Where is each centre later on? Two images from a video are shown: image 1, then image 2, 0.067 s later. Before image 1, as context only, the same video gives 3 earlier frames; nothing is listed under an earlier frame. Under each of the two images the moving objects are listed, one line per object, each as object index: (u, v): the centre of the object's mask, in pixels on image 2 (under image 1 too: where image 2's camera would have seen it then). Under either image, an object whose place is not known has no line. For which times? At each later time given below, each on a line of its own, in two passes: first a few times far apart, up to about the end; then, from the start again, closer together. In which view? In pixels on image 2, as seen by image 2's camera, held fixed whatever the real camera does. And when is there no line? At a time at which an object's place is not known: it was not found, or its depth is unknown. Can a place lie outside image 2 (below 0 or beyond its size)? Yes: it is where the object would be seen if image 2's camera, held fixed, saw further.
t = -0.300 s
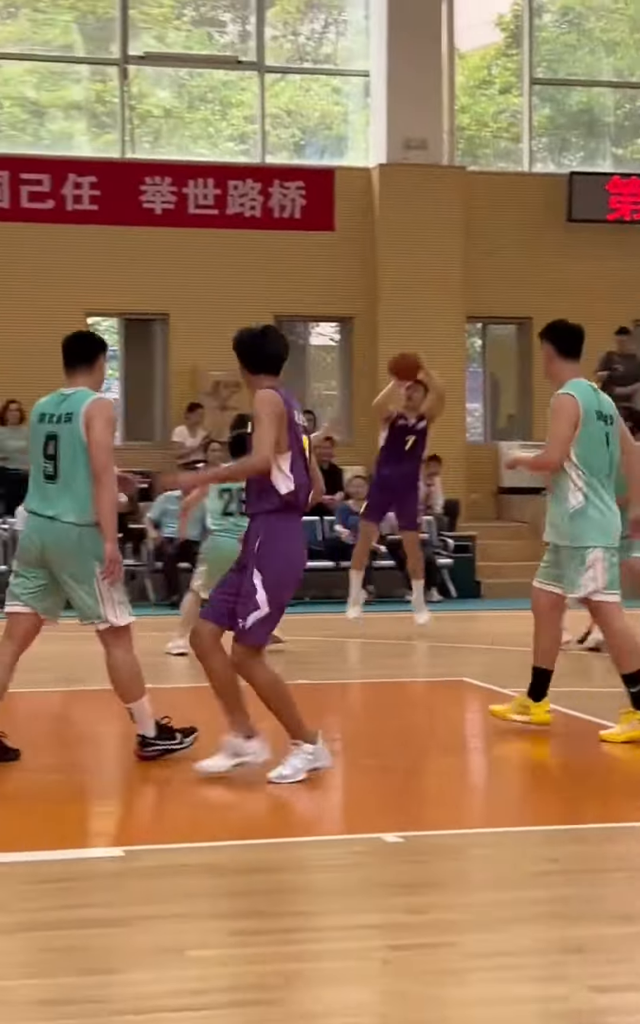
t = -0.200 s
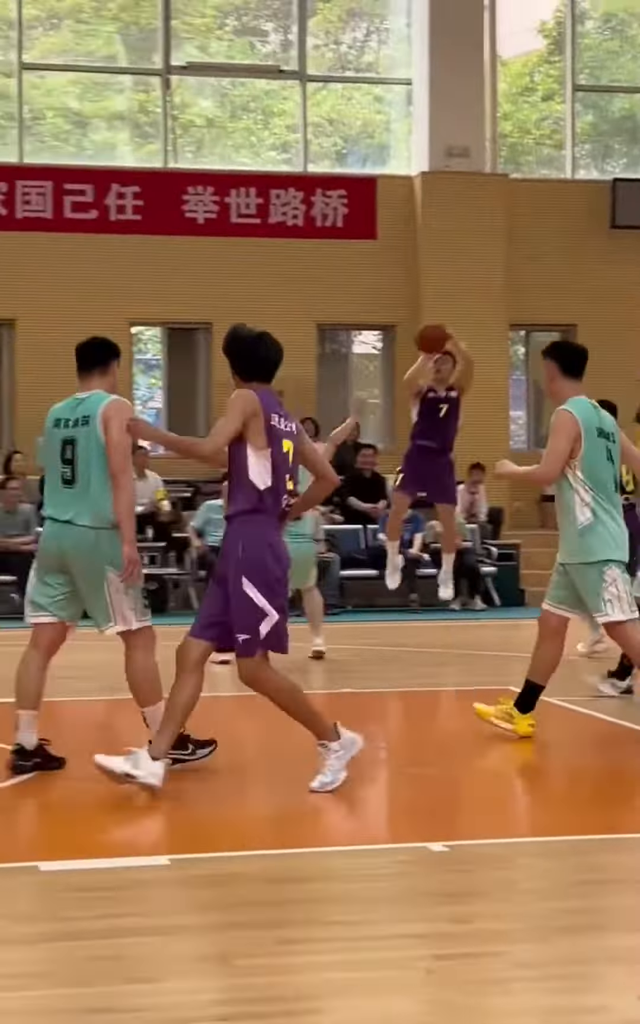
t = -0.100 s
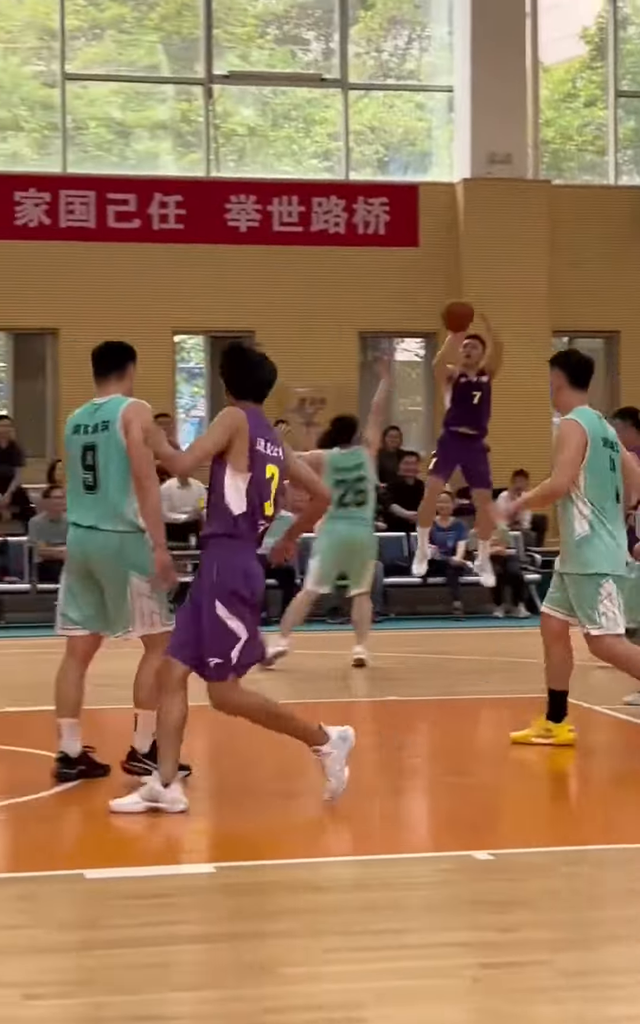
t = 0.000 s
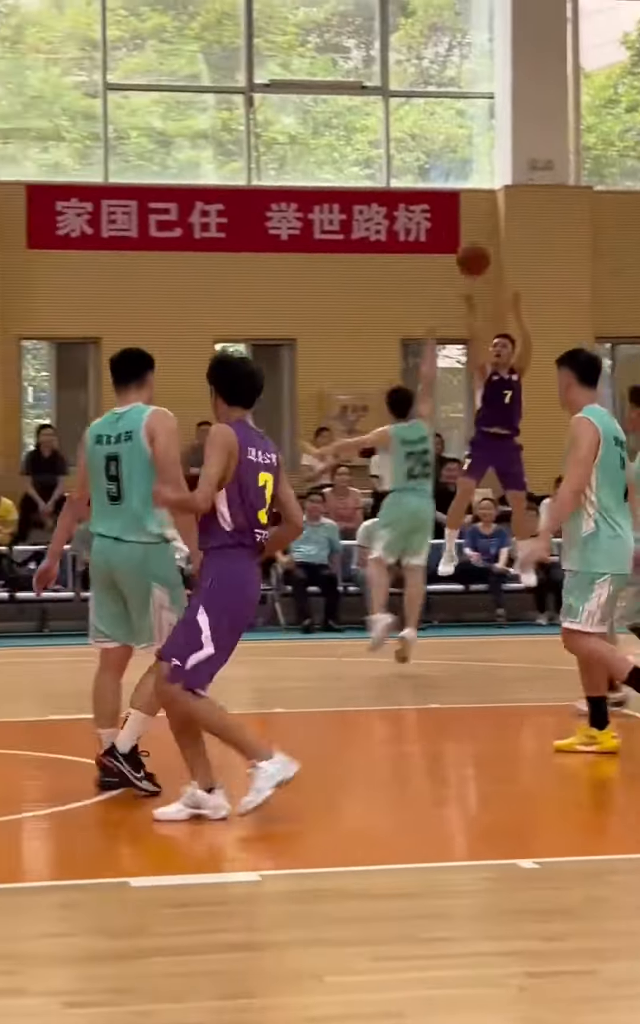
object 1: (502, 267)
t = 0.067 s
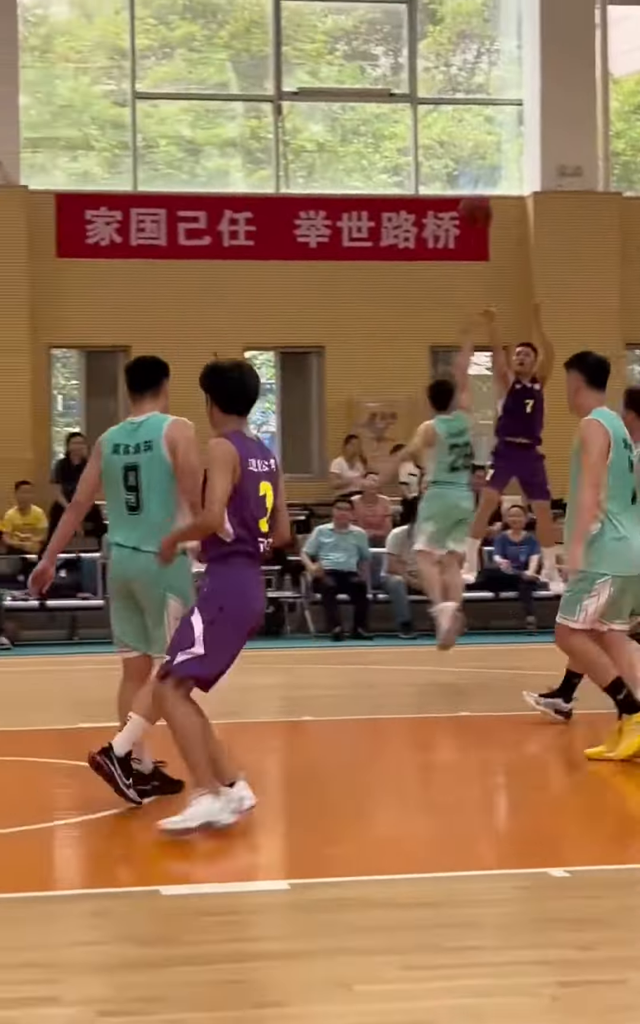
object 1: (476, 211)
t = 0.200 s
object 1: (417, 117)
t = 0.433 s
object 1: (302, -6)
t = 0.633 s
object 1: (187, -58)
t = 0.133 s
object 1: (447, 163)
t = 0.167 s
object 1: (432, 140)
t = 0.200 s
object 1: (417, 117)
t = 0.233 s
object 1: (402, 96)
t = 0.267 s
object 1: (387, 77)
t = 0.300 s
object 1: (370, 57)
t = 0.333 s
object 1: (354, 39)
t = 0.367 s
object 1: (337, 22)
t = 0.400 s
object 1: (320, 8)
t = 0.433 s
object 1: (302, -6)
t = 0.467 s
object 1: (284, -19)
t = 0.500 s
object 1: (266, -30)
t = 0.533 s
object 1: (247, -39)
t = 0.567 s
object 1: (228, -47)
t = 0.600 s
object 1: (208, -54)
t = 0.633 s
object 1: (187, -58)
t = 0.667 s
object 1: (166, -61)
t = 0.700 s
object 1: (144, -61)
